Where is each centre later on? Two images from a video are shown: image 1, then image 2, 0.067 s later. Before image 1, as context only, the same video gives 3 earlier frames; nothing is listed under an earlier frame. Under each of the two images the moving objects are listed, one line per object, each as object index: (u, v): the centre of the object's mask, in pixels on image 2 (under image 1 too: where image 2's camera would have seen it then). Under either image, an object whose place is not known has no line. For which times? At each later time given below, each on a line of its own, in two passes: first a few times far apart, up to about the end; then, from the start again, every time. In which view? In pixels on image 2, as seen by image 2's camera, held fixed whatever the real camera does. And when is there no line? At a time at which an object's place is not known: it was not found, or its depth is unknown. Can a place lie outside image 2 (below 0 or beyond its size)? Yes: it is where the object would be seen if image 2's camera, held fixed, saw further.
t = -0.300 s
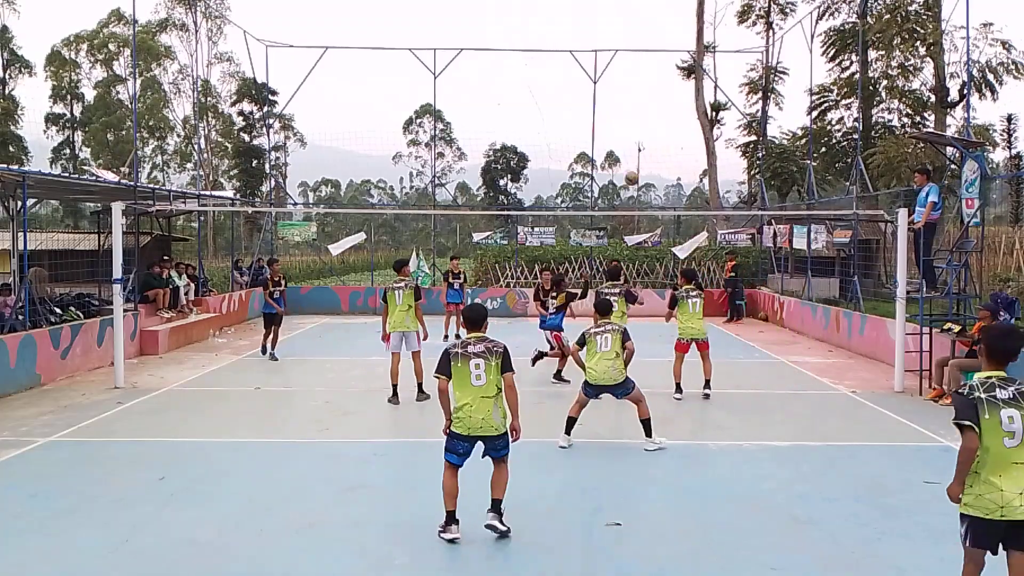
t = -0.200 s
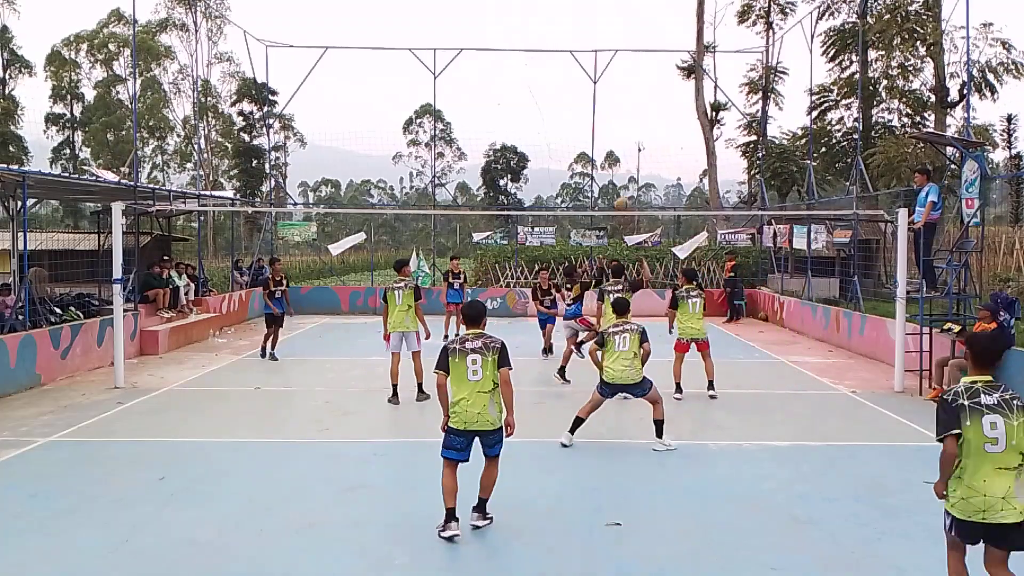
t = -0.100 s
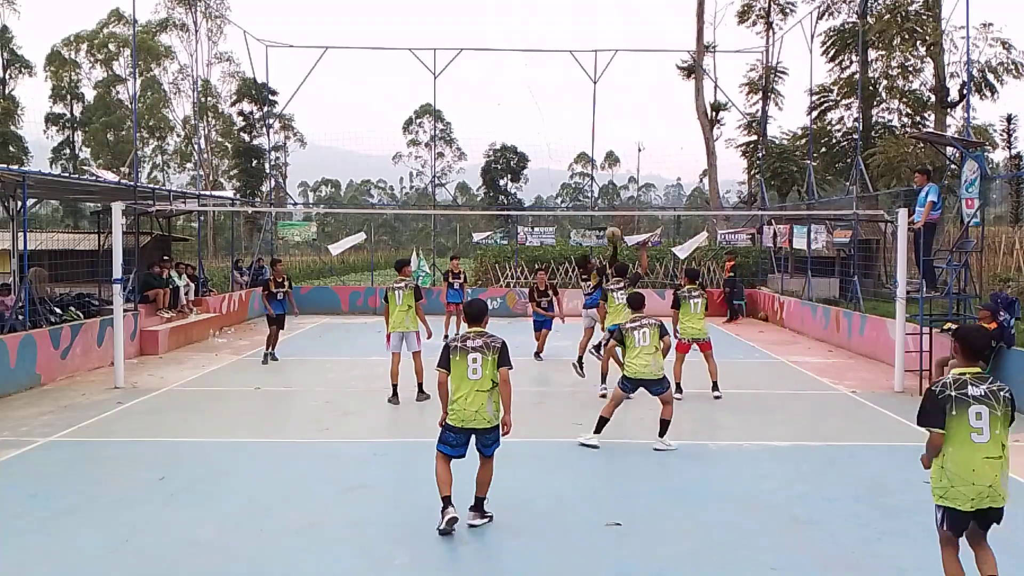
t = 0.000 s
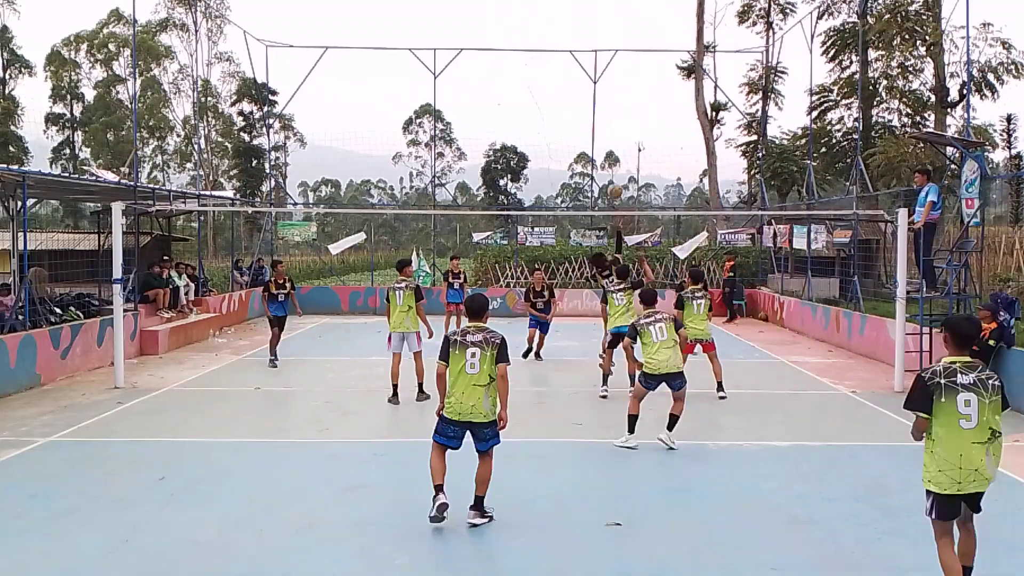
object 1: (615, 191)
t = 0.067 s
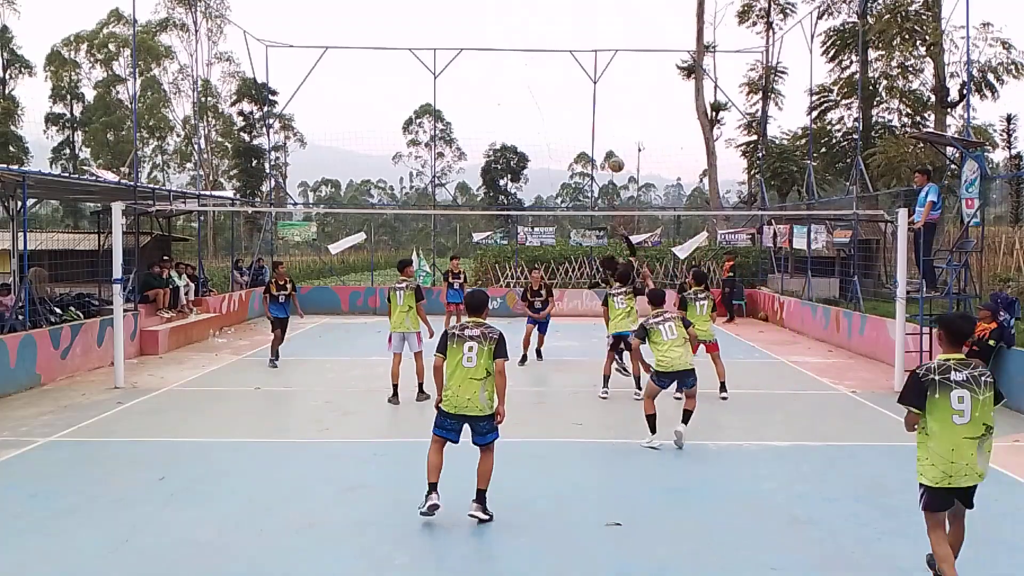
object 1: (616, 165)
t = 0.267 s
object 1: (620, 105)
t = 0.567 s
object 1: (625, 69)
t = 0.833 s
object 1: (627, 91)
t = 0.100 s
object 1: (617, 154)
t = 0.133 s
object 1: (618, 142)
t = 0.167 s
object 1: (619, 131)
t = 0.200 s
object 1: (619, 122)
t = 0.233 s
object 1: (620, 113)
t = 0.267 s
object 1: (620, 105)
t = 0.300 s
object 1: (621, 98)
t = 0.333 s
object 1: (622, 92)
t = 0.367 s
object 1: (622, 86)
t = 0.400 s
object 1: (623, 81)
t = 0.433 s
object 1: (623, 77)
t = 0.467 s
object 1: (624, 74)
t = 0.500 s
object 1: (624, 72)
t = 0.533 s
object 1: (624, 70)
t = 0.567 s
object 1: (625, 69)
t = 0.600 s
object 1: (625, 69)
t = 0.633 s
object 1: (626, 70)
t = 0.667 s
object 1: (626, 72)
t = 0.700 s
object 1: (626, 74)
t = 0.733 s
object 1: (626, 77)
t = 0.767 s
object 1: (627, 81)
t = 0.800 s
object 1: (627, 86)
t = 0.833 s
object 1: (627, 91)
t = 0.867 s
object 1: (628, 97)
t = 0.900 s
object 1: (628, 104)
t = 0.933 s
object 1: (628, 111)
